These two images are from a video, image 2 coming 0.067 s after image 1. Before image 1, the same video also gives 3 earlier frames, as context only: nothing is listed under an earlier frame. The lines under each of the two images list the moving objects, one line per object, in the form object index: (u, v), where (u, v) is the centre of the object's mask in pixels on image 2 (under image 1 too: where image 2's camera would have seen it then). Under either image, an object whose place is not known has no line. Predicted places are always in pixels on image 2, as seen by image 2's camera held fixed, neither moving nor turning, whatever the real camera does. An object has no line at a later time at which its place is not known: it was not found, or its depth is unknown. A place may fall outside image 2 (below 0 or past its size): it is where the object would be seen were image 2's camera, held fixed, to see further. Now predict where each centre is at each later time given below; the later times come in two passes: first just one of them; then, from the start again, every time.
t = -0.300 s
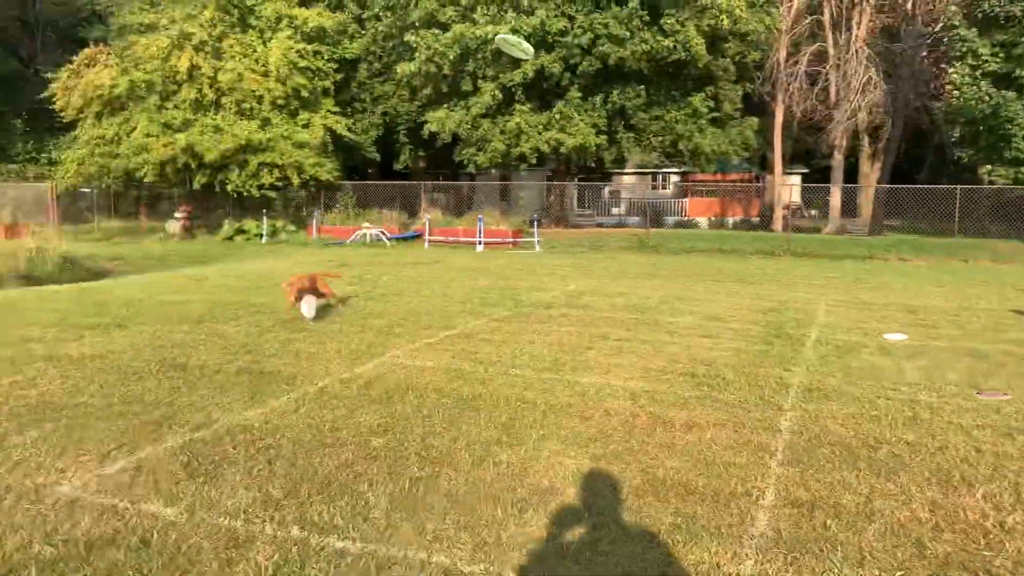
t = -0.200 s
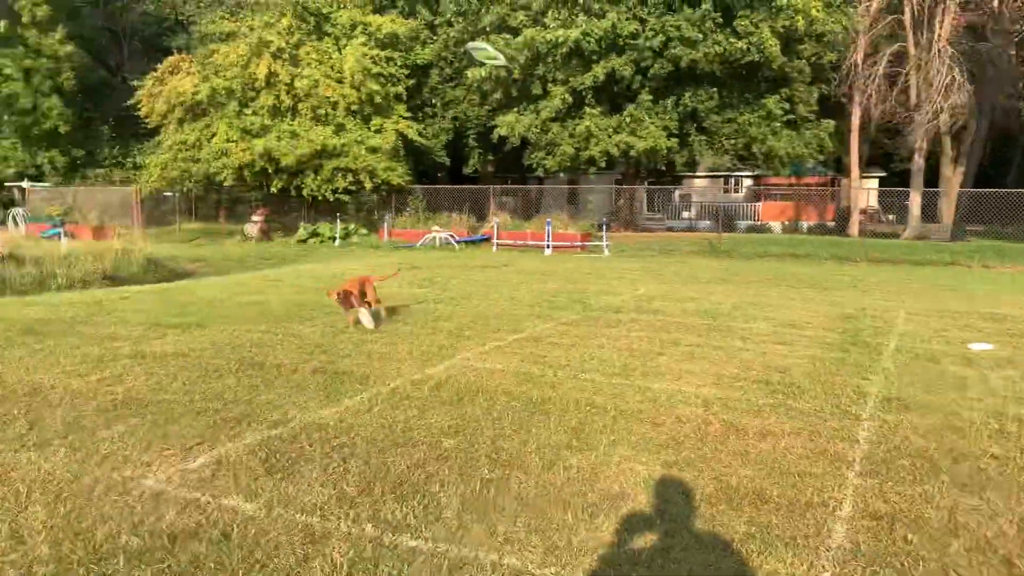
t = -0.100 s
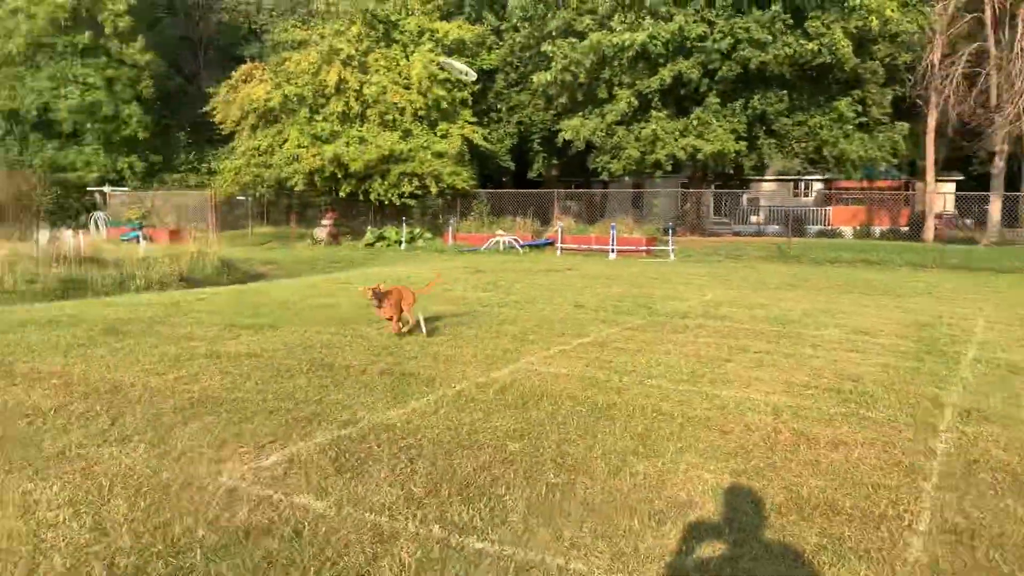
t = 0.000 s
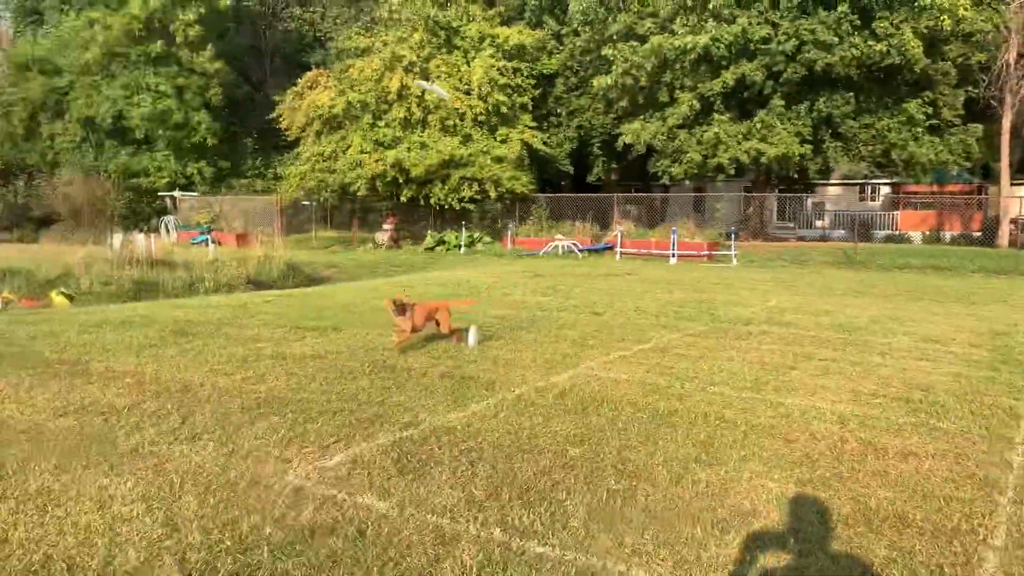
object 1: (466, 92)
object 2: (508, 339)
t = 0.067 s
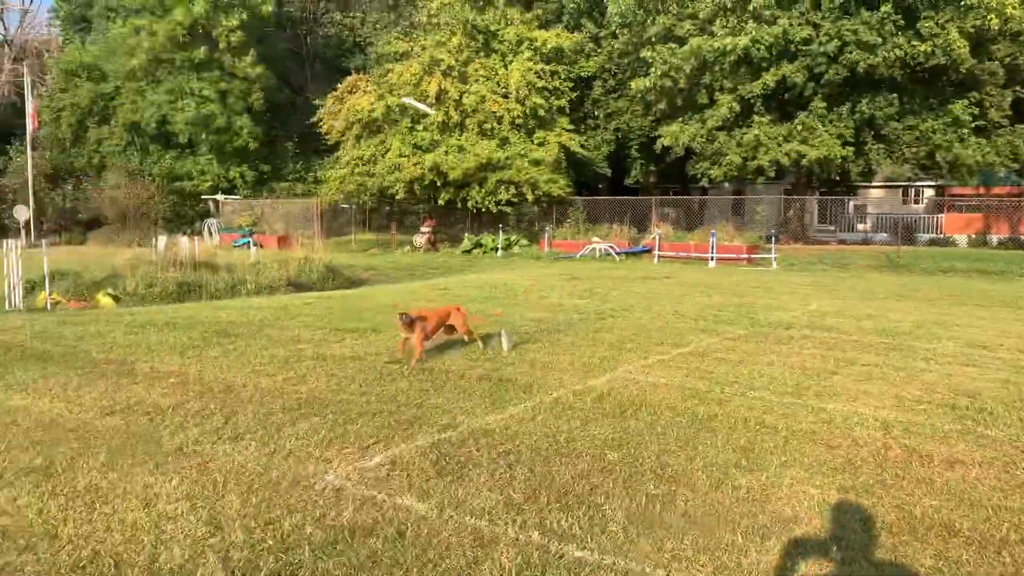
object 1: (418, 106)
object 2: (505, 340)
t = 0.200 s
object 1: (333, 140)
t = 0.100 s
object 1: (395, 114)
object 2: (501, 343)
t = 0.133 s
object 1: (376, 123)
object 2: (499, 344)
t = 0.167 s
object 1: (352, 130)
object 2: (496, 347)
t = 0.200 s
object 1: (333, 140)
